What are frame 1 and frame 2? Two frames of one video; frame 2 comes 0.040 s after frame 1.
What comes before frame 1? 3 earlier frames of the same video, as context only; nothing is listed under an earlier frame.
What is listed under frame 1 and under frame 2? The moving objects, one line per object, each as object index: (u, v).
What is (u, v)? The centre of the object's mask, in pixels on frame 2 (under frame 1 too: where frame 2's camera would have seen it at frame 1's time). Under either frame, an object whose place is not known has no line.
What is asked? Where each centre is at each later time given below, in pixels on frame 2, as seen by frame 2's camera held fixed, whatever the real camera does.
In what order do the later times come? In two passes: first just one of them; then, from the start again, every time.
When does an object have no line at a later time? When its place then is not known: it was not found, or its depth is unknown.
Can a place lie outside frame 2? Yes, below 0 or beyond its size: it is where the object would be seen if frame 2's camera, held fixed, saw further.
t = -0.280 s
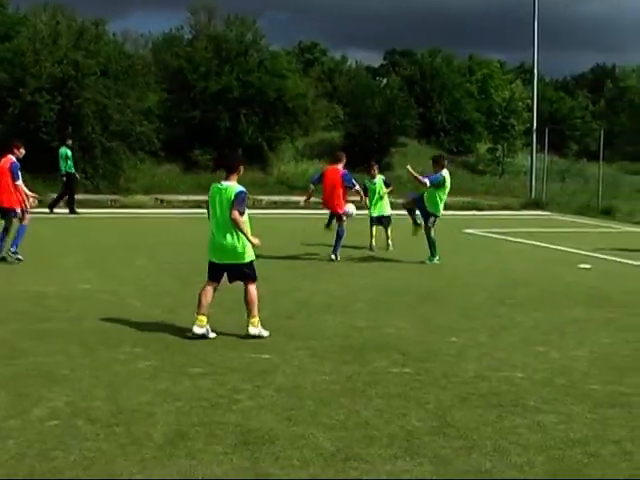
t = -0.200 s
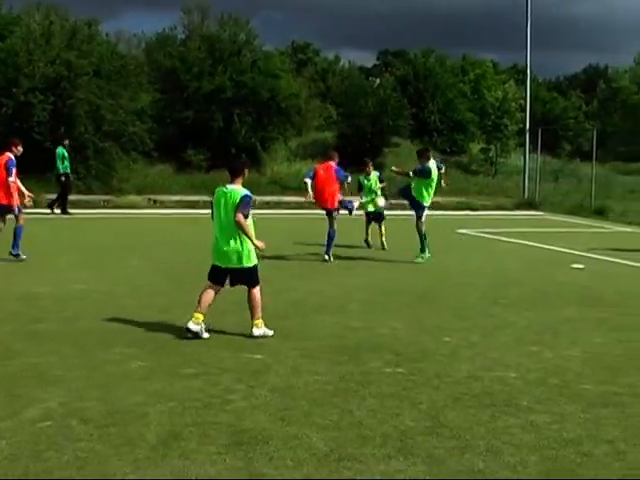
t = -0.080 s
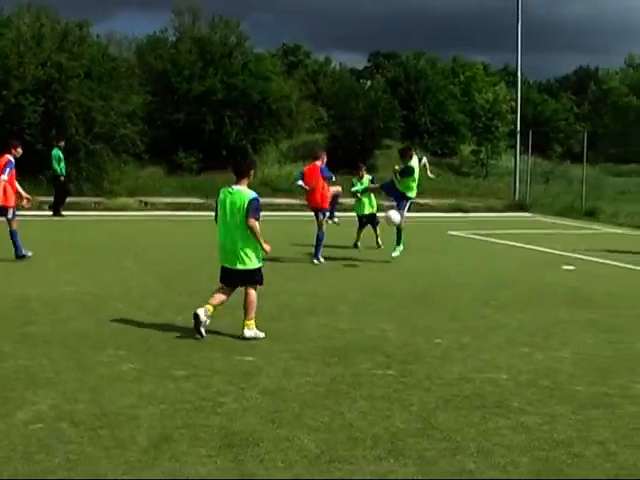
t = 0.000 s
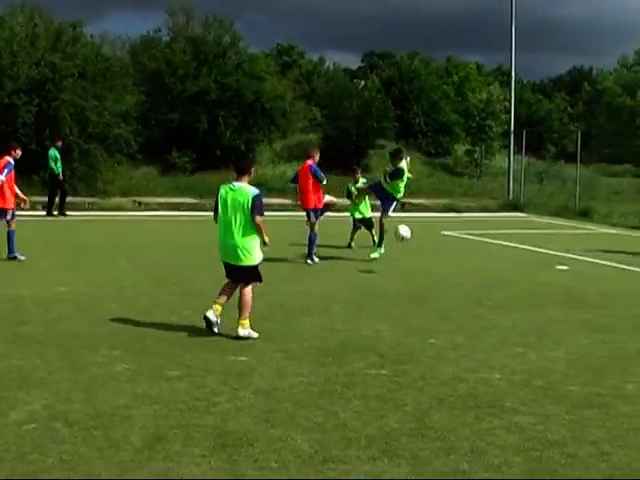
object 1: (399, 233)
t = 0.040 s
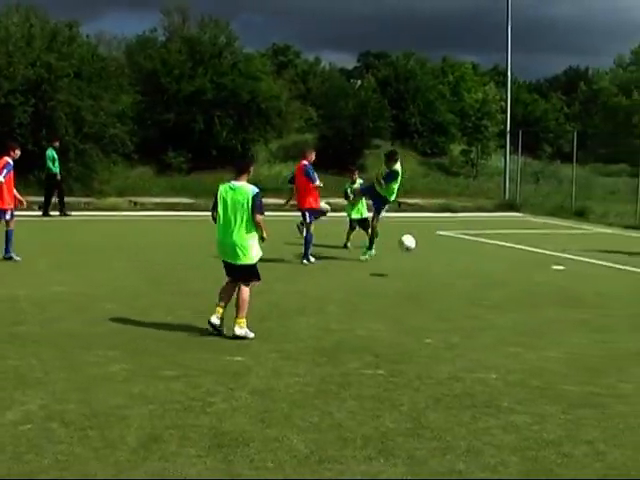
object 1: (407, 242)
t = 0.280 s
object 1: (452, 255)
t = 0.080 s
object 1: (415, 253)
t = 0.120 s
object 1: (424, 267)
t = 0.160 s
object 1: (432, 276)
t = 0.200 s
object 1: (439, 268)
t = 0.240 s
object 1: (445, 261)
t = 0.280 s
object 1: (452, 255)
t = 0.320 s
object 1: (460, 251)
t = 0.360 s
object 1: (466, 248)
